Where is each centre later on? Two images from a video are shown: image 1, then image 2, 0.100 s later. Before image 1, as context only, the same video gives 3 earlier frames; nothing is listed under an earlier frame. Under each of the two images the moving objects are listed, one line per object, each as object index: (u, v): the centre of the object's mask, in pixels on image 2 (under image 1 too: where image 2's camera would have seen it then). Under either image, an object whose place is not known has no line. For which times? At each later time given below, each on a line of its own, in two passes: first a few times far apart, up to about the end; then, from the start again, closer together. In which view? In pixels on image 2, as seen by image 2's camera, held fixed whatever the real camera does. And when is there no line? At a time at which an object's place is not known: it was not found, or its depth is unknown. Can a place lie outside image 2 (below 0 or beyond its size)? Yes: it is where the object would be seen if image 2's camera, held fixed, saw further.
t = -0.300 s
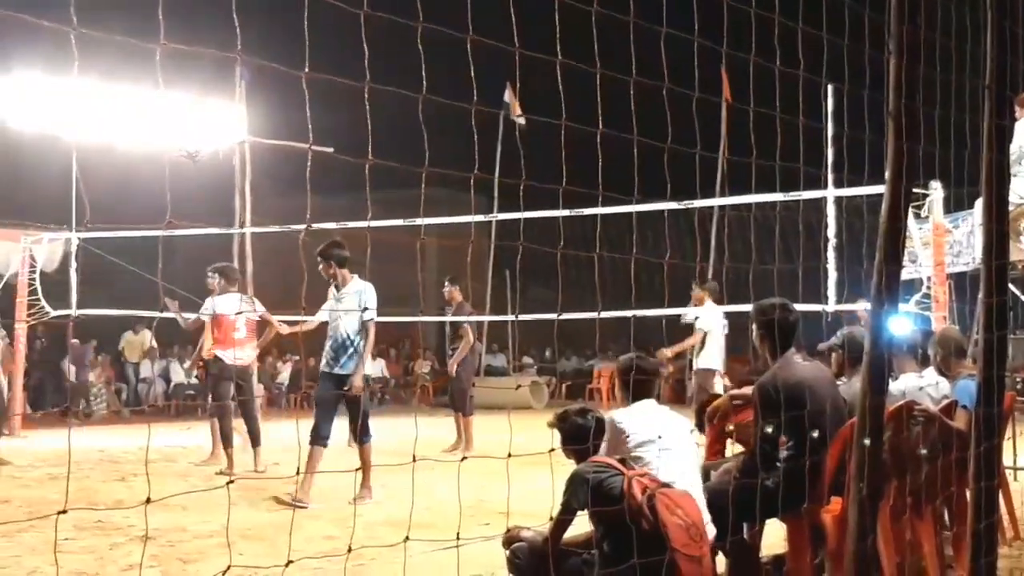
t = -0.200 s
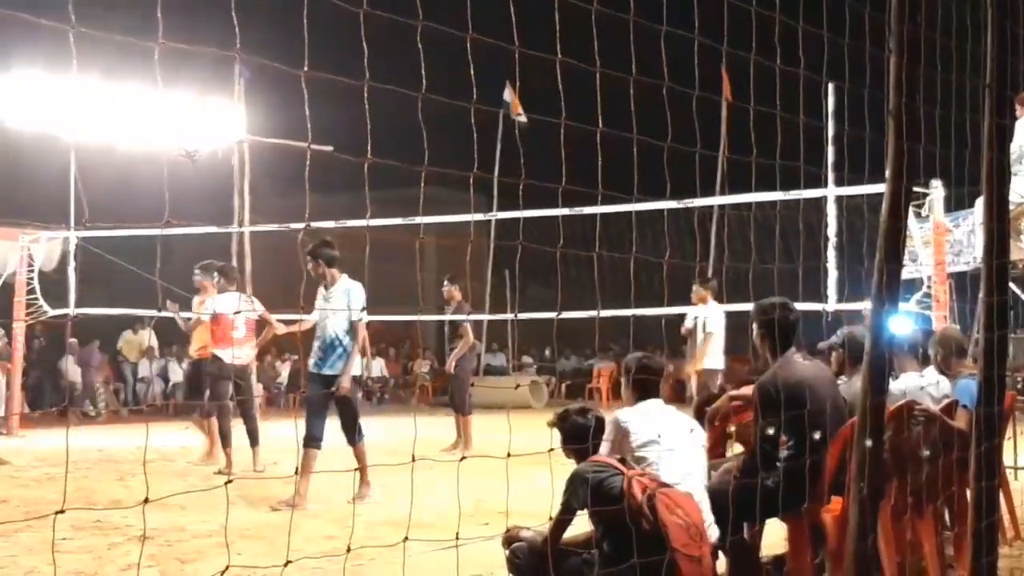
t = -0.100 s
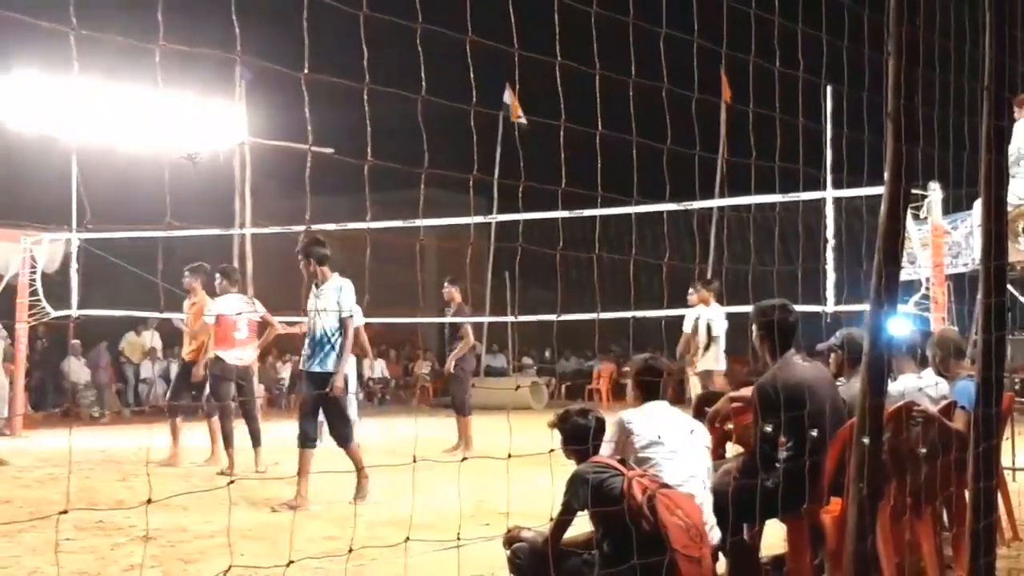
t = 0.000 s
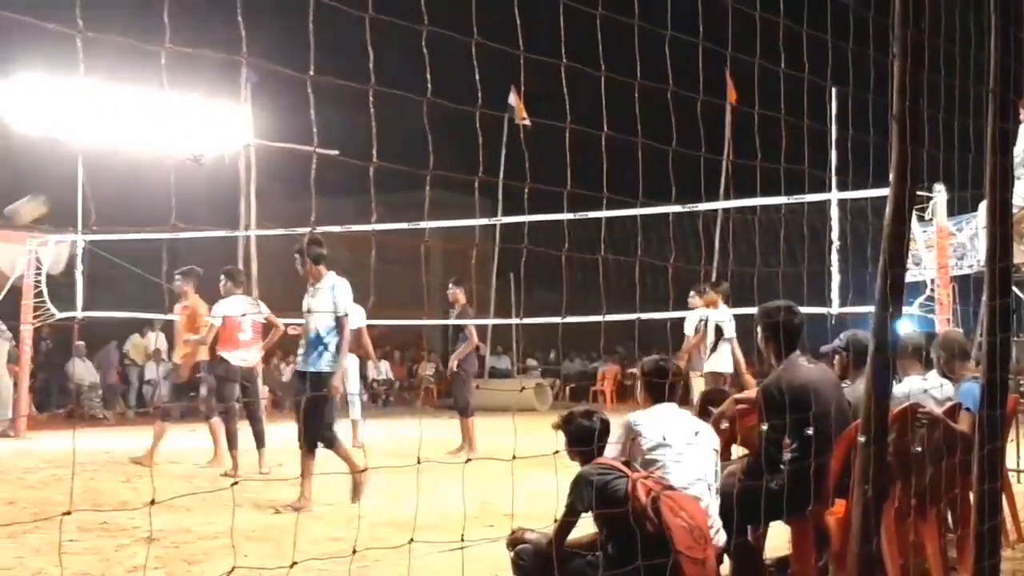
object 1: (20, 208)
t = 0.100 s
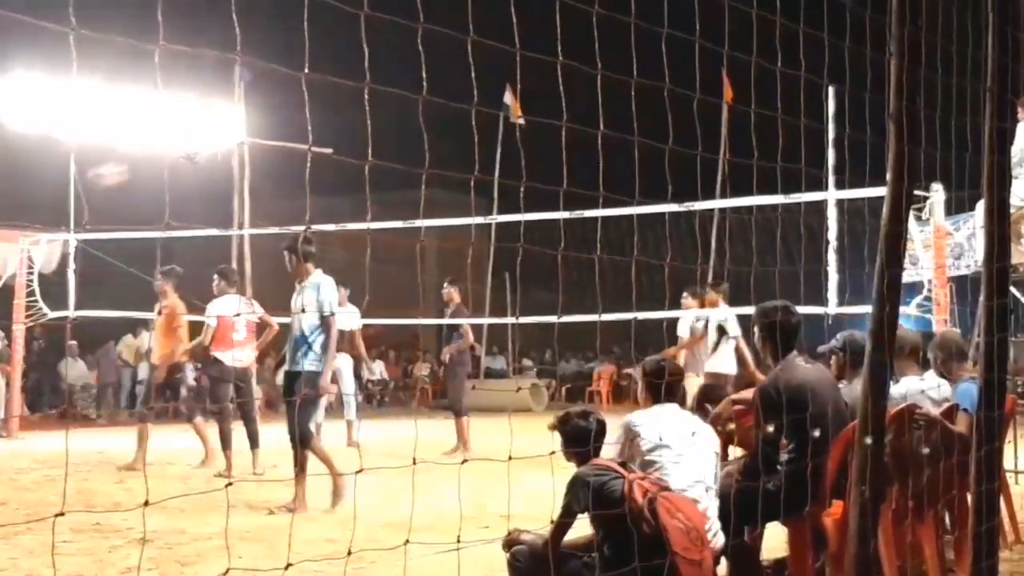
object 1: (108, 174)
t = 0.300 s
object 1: (272, 138)
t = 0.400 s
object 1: (341, 138)
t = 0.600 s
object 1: (466, 161)
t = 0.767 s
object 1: (557, 201)
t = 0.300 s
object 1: (272, 138)
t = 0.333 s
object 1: (295, 138)
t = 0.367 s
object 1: (319, 139)
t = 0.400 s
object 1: (341, 138)
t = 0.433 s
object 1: (363, 140)
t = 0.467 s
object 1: (385, 143)
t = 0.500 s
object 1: (407, 146)
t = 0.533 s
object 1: (427, 150)
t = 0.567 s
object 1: (447, 155)
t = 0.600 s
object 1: (466, 161)
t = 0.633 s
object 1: (484, 168)
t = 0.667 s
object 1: (504, 174)
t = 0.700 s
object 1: (522, 182)
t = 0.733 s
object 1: (540, 192)
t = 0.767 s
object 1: (557, 201)
